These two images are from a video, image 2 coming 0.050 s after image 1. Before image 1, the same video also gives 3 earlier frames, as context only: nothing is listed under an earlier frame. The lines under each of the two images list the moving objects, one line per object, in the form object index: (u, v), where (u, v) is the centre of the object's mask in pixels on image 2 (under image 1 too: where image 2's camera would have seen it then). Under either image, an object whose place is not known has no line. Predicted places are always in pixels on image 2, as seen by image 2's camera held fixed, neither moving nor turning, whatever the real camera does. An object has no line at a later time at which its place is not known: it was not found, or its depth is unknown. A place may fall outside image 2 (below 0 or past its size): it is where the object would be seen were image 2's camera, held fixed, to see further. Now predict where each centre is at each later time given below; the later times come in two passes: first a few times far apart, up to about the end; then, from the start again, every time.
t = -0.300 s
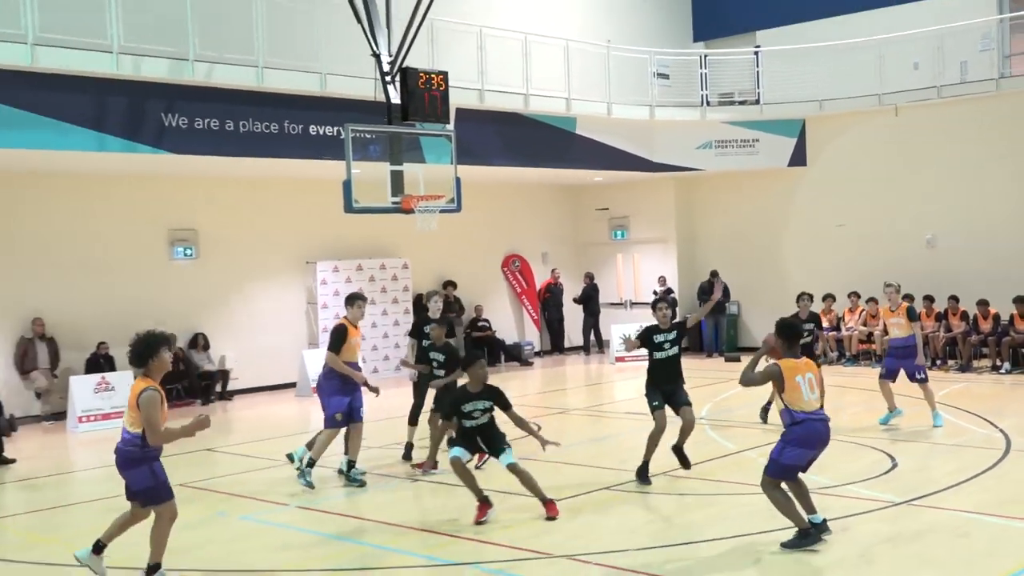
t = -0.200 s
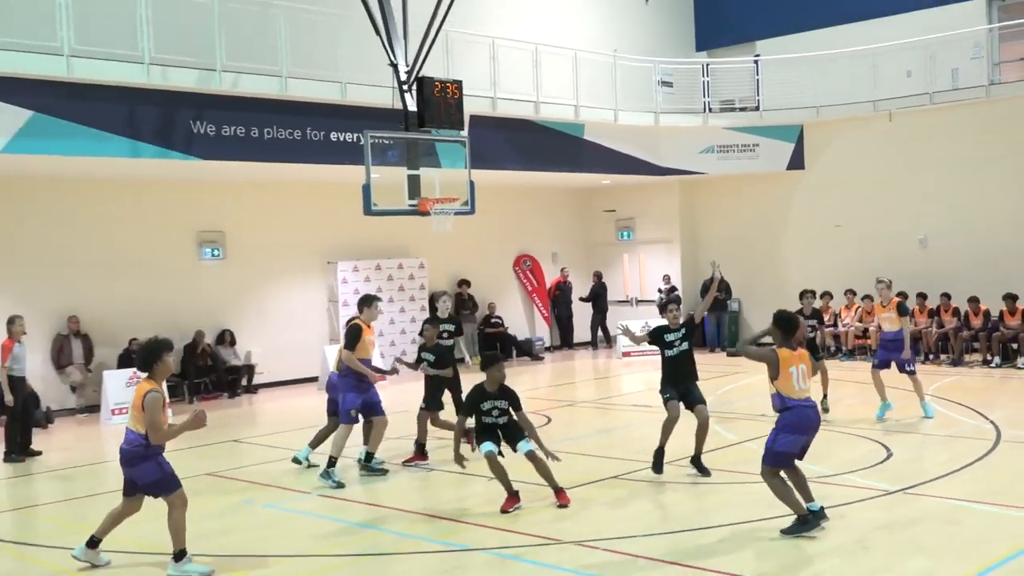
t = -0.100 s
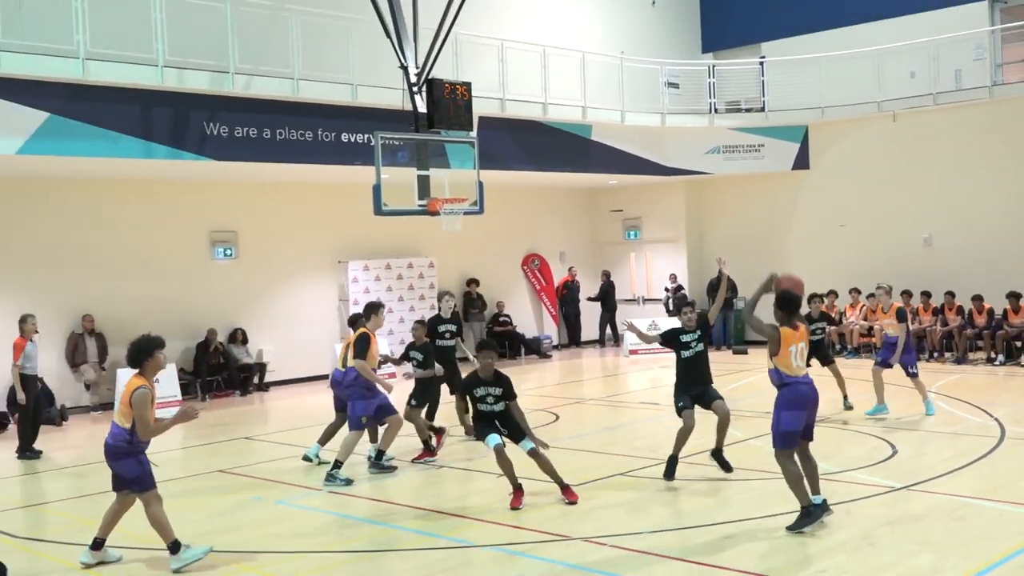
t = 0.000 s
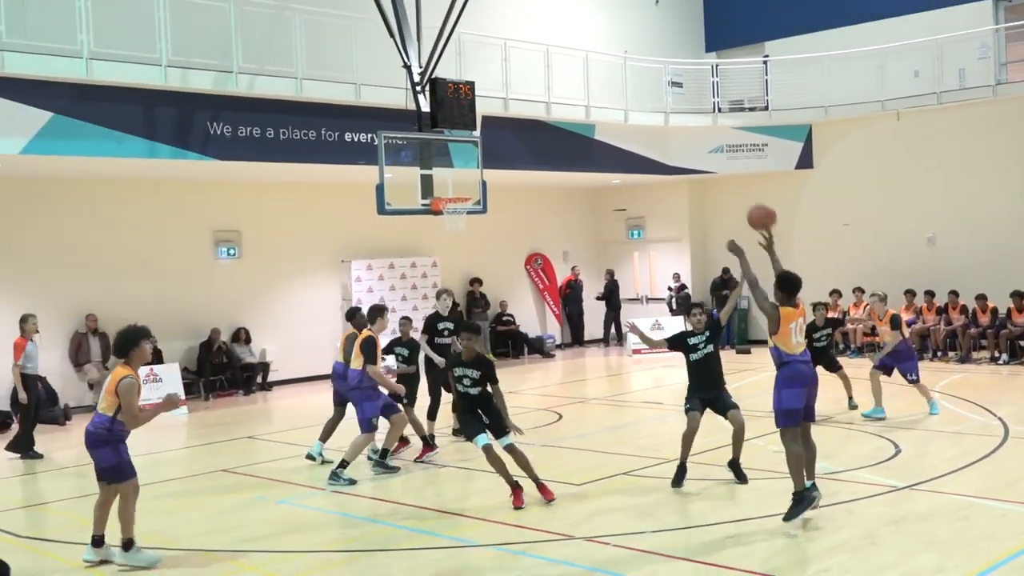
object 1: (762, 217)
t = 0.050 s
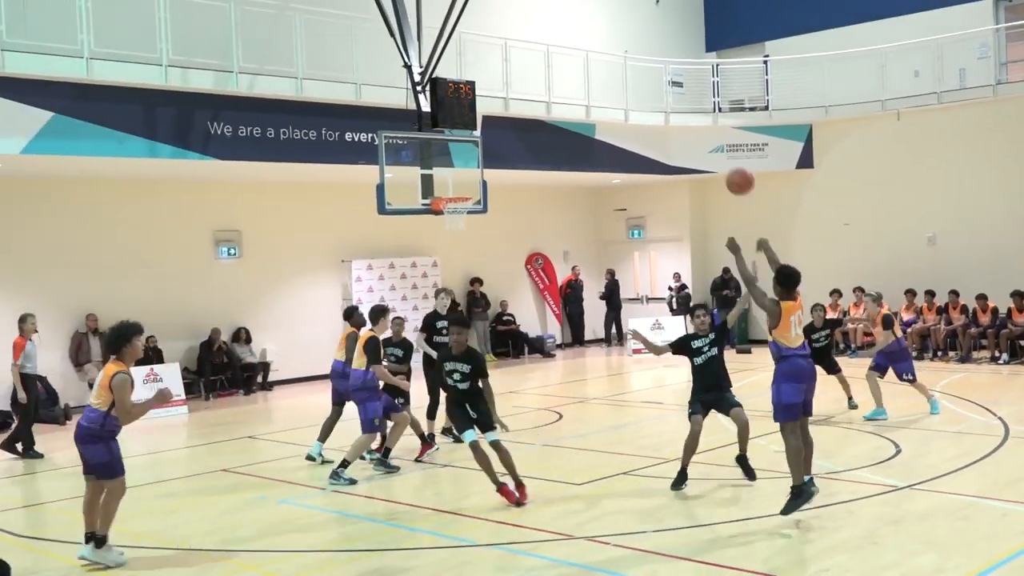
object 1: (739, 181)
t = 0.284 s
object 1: (652, 71)
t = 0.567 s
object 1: (573, 30)
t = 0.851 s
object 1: (514, 63)
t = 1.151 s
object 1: (468, 154)
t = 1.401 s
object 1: (477, 215)
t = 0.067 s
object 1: (732, 170)
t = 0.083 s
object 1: (725, 160)
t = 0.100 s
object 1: (718, 150)
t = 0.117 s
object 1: (712, 142)
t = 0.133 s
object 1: (705, 133)
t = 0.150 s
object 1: (699, 124)
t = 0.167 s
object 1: (692, 116)
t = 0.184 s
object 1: (686, 108)
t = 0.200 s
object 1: (681, 101)
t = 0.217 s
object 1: (675, 94)
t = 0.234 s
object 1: (669, 88)
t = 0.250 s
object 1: (663, 81)
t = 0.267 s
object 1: (657, 76)
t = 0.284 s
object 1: (652, 71)
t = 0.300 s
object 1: (647, 66)
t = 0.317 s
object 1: (641, 61)
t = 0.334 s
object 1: (636, 57)
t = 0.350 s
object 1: (631, 53)
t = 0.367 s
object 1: (626, 49)
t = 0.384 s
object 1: (622, 46)
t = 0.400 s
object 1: (617, 43)
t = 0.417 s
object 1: (612, 40)
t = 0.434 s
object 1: (607, 38)
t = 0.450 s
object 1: (603, 36)
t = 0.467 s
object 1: (598, 34)
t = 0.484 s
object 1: (594, 33)
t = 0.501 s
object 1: (590, 32)
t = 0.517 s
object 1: (585, 31)
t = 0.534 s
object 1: (581, 30)
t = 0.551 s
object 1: (577, 30)
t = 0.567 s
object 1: (573, 30)
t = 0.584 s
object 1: (569, 30)
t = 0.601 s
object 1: (565, 30)
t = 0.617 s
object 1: (561, 31)
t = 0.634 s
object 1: (558, 32)
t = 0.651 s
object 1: (554, 33)
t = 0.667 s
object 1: (551, 35)
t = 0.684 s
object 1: (547, 36)
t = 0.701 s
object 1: (543, 38)
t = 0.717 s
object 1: (540, 40)
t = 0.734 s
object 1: (537, 42)
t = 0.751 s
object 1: (533, 45)
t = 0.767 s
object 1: (530, 47)
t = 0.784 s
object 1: (527, 50)
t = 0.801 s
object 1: (524, 53)
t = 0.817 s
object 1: (521, 56)
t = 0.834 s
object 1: (517, 59)
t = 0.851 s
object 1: (514, 63)
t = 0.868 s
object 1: (511, 67)
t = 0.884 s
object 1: (509, 71)
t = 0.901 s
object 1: (505, 75)
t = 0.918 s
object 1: (503, 79)
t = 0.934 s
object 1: (500, 83)
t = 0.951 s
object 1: (497, 88)
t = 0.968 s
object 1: (495, 92)
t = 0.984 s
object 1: (492, 97)
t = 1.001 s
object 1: (489, 103)
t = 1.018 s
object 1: (487, 107)
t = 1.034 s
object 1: (484, 113)
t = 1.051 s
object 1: (482, 119)
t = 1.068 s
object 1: (480, 124)
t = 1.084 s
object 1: (477, 129)
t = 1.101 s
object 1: (475, 136)
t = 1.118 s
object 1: (473, 141)
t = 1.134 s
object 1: (470, 148)
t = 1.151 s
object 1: (468, 154)
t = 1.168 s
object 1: (466, 160)
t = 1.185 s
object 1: (463, 167)
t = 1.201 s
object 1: (461, 174)
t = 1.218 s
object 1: (459, 180)
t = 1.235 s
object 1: (457, 187)
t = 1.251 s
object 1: (455, 192)
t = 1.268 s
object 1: (456, 197)
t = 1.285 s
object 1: (458, 199)
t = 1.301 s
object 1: (458, 199)
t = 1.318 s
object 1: (460, 201)
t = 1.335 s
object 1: (472, 206)
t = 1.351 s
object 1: (472, 209)
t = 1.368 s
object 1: (473, 210)
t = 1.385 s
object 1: (475, 212)
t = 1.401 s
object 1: (477, 215)
